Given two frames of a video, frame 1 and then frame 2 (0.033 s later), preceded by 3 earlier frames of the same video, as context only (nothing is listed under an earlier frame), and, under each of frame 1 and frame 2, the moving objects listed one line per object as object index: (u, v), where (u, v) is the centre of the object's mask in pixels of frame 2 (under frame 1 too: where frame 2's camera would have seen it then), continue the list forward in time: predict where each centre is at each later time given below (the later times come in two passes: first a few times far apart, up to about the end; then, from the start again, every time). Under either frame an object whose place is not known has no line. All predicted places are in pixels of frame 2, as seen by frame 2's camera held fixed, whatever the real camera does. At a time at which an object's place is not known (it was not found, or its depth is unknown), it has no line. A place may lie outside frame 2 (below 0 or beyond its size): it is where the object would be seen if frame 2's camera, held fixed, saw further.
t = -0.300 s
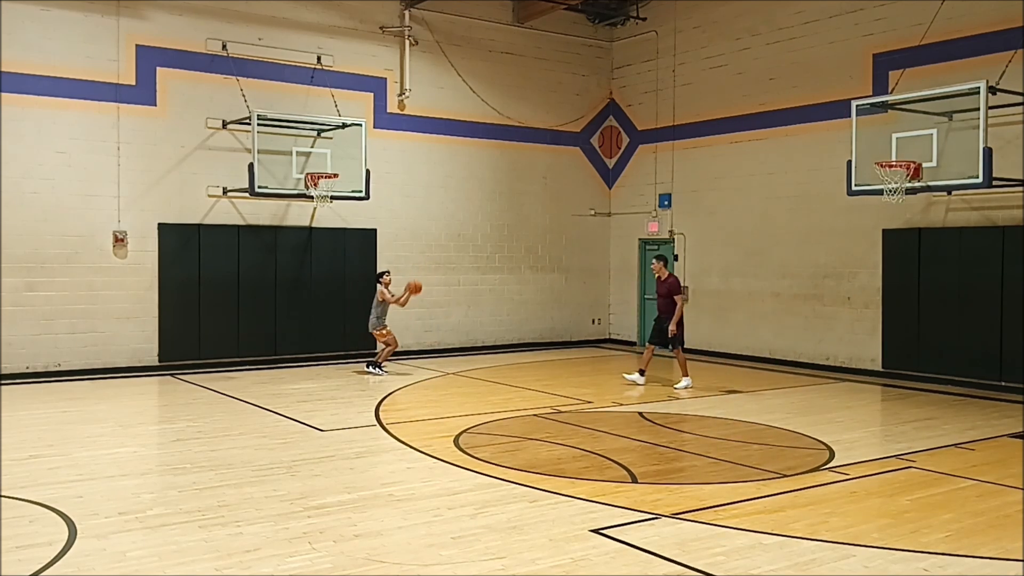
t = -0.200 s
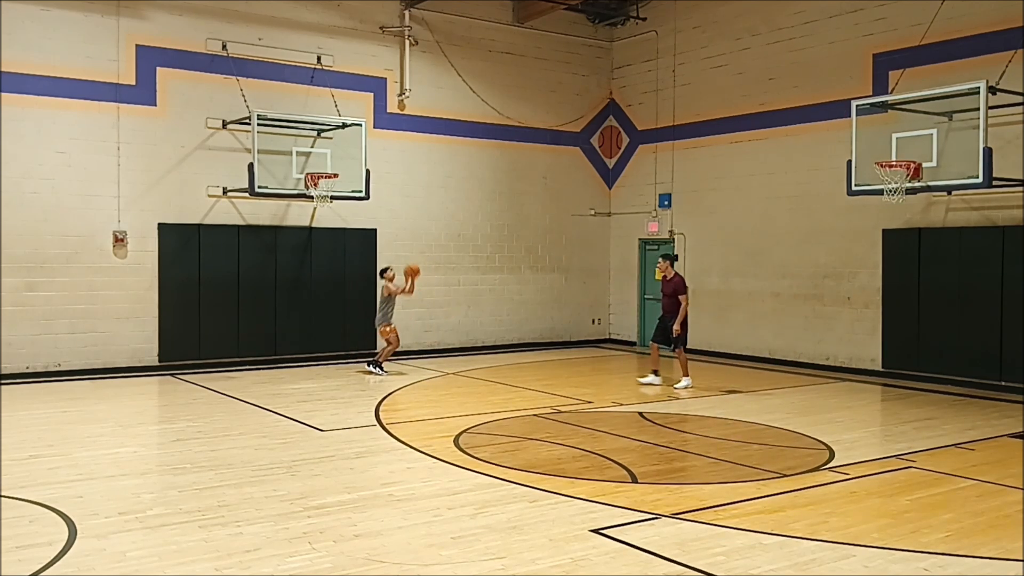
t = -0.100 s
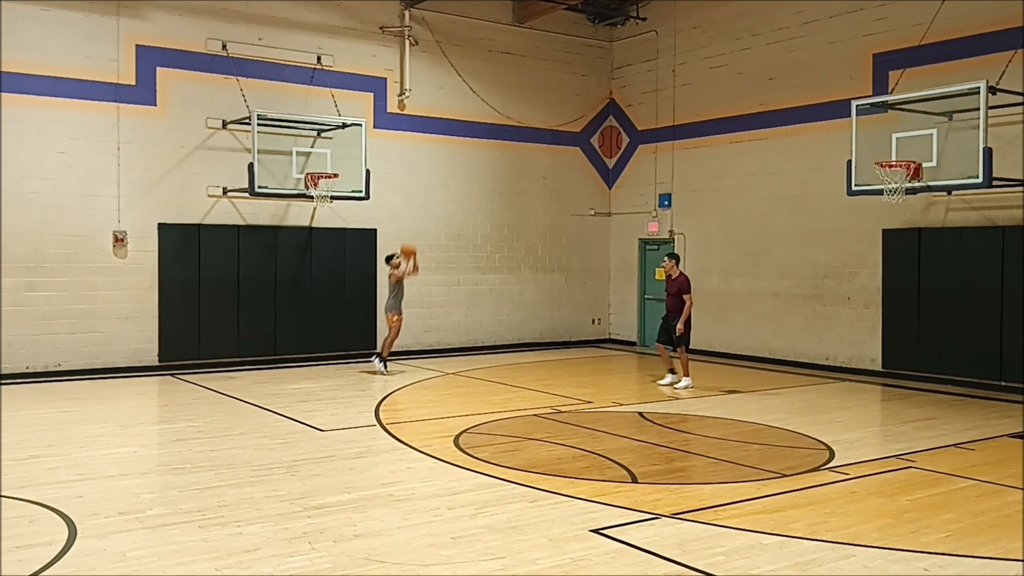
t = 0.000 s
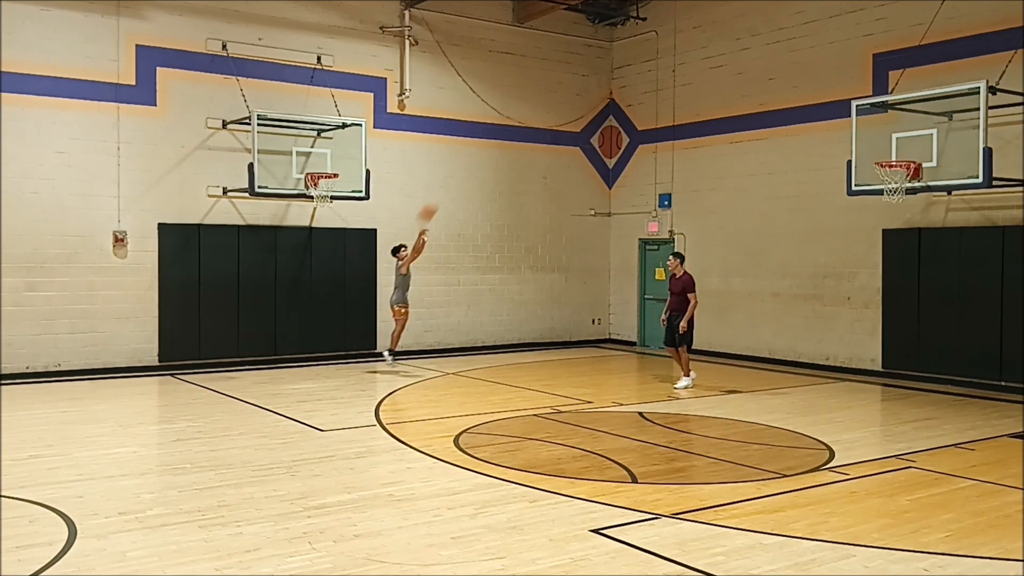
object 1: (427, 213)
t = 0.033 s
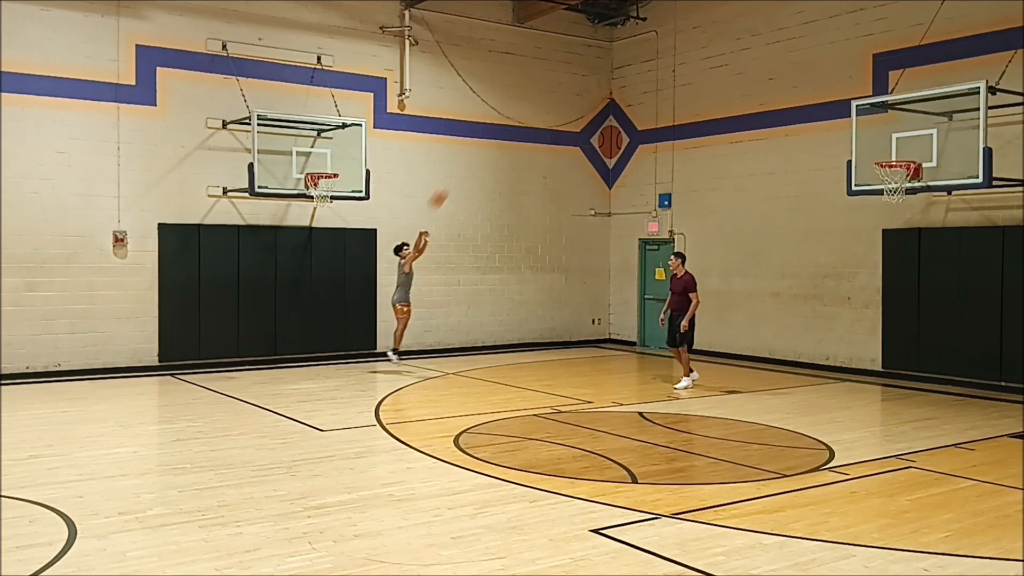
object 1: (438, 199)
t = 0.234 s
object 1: (503, 123)
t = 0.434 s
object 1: (570, 70)
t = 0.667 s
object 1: (654, 44)
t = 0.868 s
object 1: (731, 50)
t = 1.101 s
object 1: (823, 99)
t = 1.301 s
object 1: (910, 175)
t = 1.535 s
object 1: (932, 205)
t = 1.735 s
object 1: (950, 261)
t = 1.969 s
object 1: (972, 363)
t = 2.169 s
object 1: (967, 347)
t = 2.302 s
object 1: (958, 309)
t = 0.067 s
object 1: (449, 185)
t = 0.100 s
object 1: (460, 171)
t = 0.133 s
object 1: (470, 157)
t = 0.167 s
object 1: (482, 145)
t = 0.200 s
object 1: (492, 132)
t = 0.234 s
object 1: (503, 123)
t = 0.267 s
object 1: (514, 111)
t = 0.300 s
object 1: (525, 102)
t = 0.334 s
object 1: (536, 94)
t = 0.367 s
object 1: (547, 85)
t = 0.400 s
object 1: (558, 78)
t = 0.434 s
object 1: (570, 70)
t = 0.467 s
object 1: (582, 65)
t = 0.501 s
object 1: (594, 59)
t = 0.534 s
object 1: (605, 53)
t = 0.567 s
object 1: (617, 51)
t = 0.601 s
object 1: (629, 48)
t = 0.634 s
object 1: (642, 46)
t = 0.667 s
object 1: (654, 44)
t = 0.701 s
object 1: (667, 43)
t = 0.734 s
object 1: (680, 43)
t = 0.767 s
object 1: (693, 43)
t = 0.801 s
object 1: (705, 45)
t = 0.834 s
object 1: (718, 47)
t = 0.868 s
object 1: (731, 50)
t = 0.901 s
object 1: (744, 55)
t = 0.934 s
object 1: (757, 59)
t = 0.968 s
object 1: (770, 65)
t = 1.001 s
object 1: (782, 72)
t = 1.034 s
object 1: (795, 80)
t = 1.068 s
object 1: (811, 89)
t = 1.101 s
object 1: (823, 99)
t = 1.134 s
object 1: (837, 109)
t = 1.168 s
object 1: (850, 119)
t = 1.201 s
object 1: (866, 133)
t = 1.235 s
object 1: (880, 148)
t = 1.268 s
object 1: (891, 157)
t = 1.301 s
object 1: (910, 175)
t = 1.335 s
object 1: (913, 181)
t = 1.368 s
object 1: (917, 183)
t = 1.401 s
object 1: (920, 186)
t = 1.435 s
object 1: (923, 189)
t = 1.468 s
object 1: (925, 193)
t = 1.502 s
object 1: (929, 198)
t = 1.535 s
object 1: (932, 205)
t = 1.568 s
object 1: (935, 212)
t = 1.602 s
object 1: (939, 221)
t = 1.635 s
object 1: (941, 230)
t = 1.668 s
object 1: (944, 239)
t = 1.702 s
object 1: (947, 249)
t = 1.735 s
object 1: (950, 261)
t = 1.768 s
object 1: (953, 273)
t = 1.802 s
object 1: (956, 286)
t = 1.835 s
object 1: (959, 300)
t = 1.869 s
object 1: (962, 315)
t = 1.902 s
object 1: (965, 331)
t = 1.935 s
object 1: (968, 347)
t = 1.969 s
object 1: (972, 363)
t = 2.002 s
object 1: (975, 381)
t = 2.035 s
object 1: (976, 396)
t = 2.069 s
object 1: (974, 383)
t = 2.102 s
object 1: (972, 370)
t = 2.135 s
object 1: (970, 358)
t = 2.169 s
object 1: (967, 347)
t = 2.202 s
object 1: (965, 336)
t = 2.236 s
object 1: (963, 326)
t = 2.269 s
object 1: (961, 317)
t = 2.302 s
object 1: (958, 309)
